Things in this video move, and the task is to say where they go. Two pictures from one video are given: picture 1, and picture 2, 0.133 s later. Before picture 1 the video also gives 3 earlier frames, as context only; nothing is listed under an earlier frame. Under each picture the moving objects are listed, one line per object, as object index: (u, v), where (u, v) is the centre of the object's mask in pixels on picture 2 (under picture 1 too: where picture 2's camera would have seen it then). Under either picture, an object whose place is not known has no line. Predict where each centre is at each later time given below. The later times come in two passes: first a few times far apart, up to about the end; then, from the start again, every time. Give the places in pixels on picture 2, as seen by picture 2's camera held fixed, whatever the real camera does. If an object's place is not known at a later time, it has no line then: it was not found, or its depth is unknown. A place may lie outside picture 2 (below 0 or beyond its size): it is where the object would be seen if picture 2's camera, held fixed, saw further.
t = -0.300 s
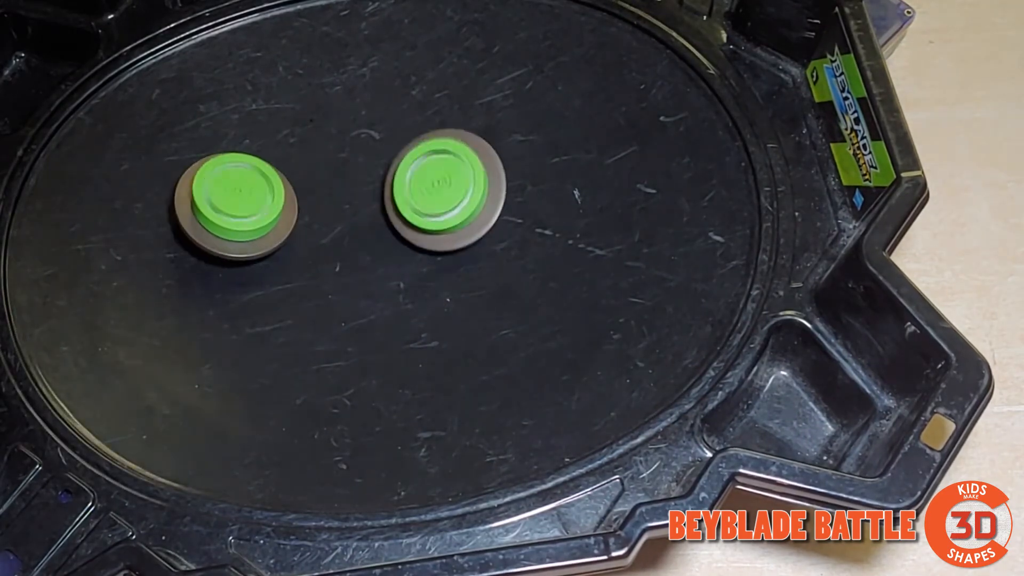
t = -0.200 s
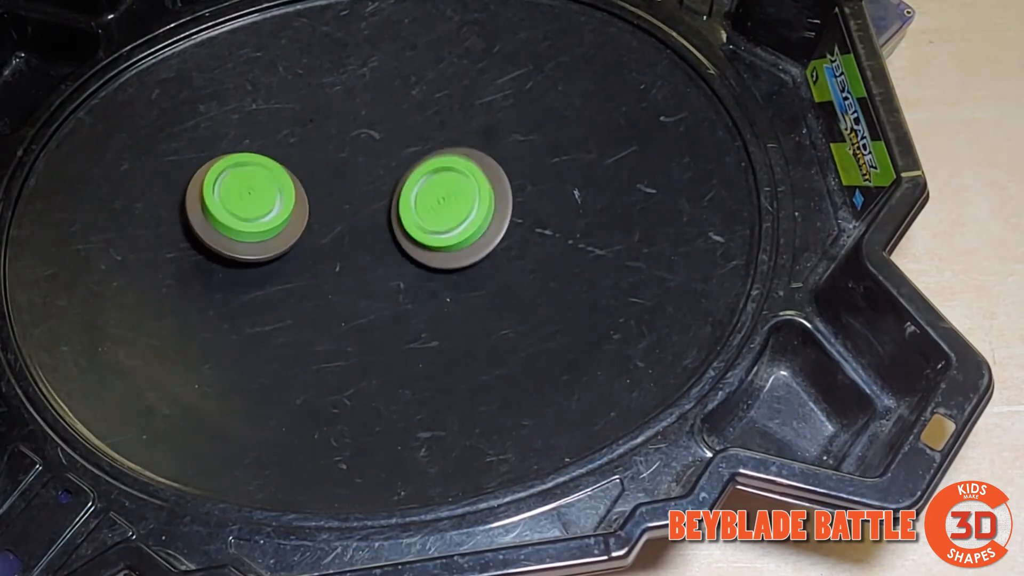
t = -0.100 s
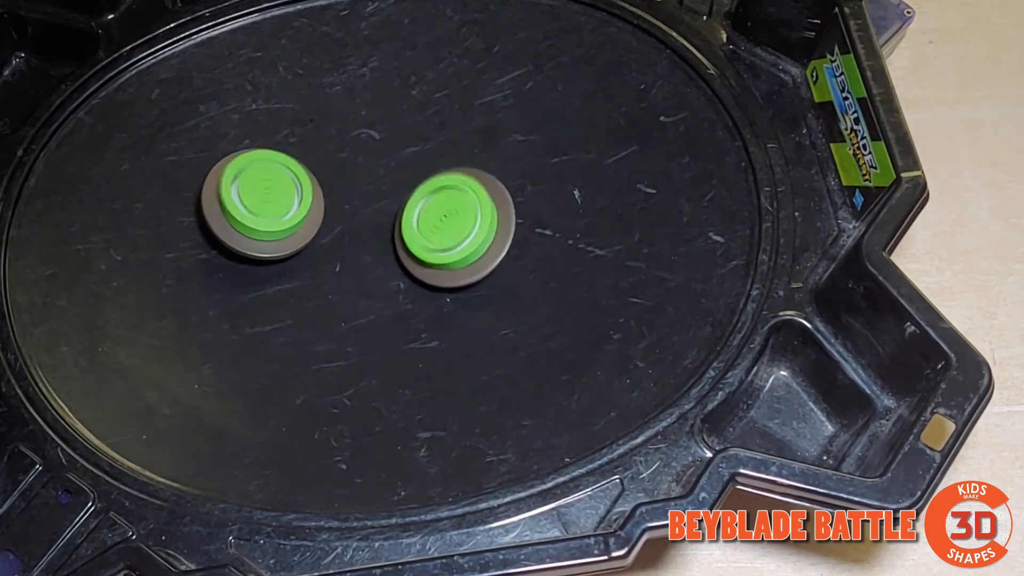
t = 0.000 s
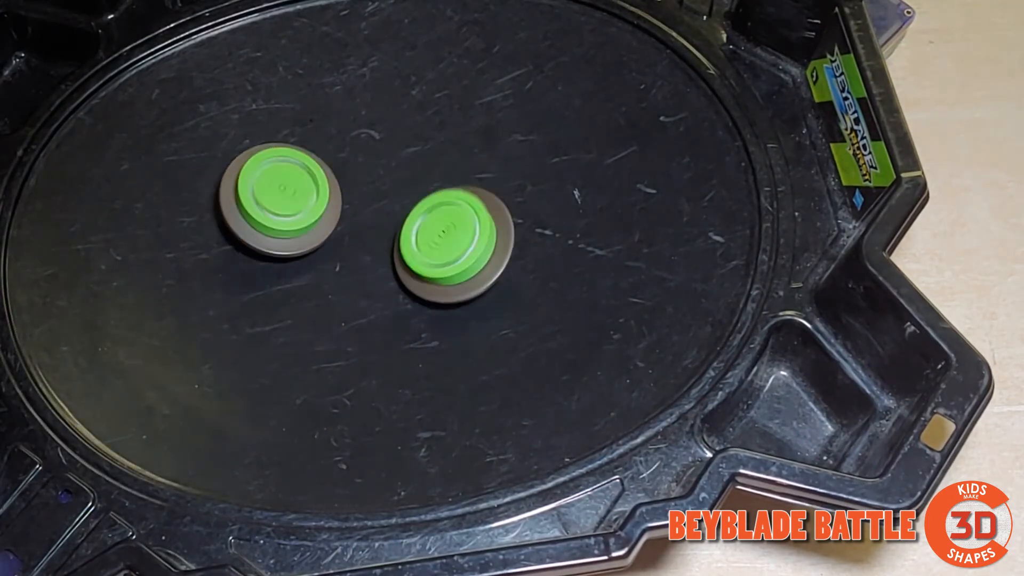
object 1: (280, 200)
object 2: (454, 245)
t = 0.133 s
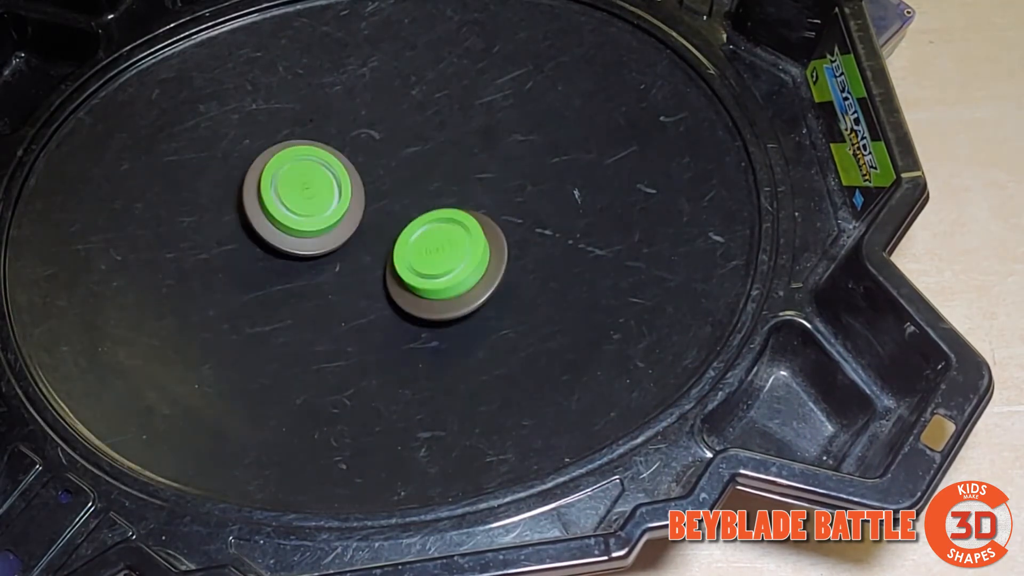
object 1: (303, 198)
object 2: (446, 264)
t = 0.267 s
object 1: (324, 200)
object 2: (431, 280)
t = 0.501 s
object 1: (348, 197)
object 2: (396, 301)
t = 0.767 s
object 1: (375, 193)
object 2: (347, 297)
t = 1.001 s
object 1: (406, 204)
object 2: (310, 272)
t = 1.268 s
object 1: (436, 242)
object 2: (300, 229)
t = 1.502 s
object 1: (447, 273)
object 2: (318, 199)
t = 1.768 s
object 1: (443, 281)
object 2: (361, 188)
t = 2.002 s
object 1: (427, 304)
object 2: (396, 193)
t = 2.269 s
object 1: (397, 323)
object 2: (427, 211)
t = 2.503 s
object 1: (356, 321)
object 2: (439, 234)
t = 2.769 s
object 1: (315, 287)
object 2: (435, 256)
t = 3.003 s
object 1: (306, 241)
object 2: (416, 266)
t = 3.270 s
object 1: (323, 214)
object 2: (410, 277)
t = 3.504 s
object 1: (342, 196)
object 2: (402, 280)
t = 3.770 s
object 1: (370, 181)
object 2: (391, 280)
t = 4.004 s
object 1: (401, 179)
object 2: (375, 277)
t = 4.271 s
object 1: (436, 192)
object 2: (360, 269)
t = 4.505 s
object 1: (456, 221)
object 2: (349, 259)
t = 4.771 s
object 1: (463, 274)
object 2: (349, 247)
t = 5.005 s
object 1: (448, 305)
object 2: (356, 243)
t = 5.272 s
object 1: (433, 316)
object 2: (359, 238)
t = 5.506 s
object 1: (405, 325)
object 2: (357, 233)
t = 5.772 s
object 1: (368, 323)
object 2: (352, 222)
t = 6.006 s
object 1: (335, 310)
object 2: (352, 208)
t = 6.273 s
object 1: (303, 287)
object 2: (364, 200)
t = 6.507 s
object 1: (285, 267)
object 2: (379, 207)
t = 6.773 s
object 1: (294, 219)
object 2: (407, 232)
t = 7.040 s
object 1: (371, 168)
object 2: (443, 268)
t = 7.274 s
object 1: (428, 160)
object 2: (429, 285)
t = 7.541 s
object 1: (469, 192)
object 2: (395, 274)
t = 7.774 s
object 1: (497, 232)
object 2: (369, 236)
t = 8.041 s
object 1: (484, 273)
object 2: (391, 197)
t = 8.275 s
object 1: (437, 318)
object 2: (423, 200)
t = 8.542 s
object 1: (372, 340)
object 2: (438, 244)
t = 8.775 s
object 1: (314, 314)
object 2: (415, 260)
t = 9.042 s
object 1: (240, 255)
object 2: (376, 245)
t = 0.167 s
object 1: (309, 198)
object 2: (443, 268)
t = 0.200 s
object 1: (314, 198)
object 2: (440, 272)
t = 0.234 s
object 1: (319, 199)
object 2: (436, 276)
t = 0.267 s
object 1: (324, 200)
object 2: (431, 280)
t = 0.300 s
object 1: (328, 201)
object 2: (427, 282)
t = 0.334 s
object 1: (332, 202)
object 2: (421, 285)
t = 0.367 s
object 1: (336, 203)
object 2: (415, 288)
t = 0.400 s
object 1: (340, 204)
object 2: (410, 289)
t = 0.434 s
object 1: (343, 203)
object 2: (405, 292)
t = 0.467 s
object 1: (346, 200)
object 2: (401, 298)
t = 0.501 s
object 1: (348, 197)
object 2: (396, 301)
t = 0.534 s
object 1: (351, 196)
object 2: (390, 303)
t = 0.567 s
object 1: (354, 195)
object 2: (384, 304)
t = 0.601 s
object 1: (358, 195)
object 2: (378, 302)
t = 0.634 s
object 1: (361, 196)
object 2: (371, 302)
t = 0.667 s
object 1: (365, 194)
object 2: (365, 303)
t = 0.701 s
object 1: (368, 194)
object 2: (358, 301)
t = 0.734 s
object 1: (372, 193)
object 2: (353, 300)
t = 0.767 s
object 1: (375, 193)
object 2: (347, 297)
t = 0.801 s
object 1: (380, 192)
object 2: (339, 297)
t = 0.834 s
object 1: (385, 192)
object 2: (334, 295)
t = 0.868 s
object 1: (390, 193)
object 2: (328, 290)
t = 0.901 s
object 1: (394, 195)
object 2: (323, 286)
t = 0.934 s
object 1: (398, 198)
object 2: (319, 281)
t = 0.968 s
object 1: (401, 202)
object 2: (314, 276)
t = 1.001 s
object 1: (406, 204)
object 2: (310, 272)
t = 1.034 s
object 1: (410, 207)
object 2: (308, 266)
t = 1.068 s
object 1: (413, 211)
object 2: (305, 261)
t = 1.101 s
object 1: (416, 214)
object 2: (304, 256)
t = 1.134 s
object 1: (419, 218)
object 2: (302, 250)
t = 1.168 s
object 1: (424, 223)
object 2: (300, 245)
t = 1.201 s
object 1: (428, 229)
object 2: (300, 239)
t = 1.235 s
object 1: (433, 236)
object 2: (299, 234)
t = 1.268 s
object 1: (436, 242)
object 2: (300, 229)
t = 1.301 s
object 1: (439, 248)
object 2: (301, 224)
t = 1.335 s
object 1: (441, 254)
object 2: (303, 219)
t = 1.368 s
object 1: (444, 258)
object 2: (305, 214)
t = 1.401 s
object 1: (445, 263)
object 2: (308, 210)
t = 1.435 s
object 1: (446, 267)
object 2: (311, 206)
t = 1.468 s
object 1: (447, 270)
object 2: (314, 202)
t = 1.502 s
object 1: (447, 273)
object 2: (318, 199)
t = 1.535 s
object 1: (447, 275)
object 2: (322, 196)
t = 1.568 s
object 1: (447, 277)
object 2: (326, 193)
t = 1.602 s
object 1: (448, 278)
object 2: (331, 191)
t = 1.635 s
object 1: (447, 279)
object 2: (337, 190)
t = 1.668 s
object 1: (447, 280)
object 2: (342, 188)
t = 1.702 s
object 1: (446, 280)
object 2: (349, 188)
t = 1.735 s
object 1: (445, 280)
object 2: (355, 187)
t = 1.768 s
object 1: (443, 281)
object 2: (361, 188)
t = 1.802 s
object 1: (441, 281)
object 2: (367, 189)
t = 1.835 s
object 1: (440, 284)
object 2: (372, 188)
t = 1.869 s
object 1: (440, 287)
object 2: (377, 188)
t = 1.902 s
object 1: (437, 291)
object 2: (383, 190)
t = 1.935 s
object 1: (435, 297)
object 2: (387, 190)
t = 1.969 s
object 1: (431, 301)
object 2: (391, 190)
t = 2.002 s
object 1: (427, 304)
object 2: (396, 193)
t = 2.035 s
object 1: (424, 306)
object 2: (401, 196)
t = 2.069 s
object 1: (421, 309)
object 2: (406, 197)
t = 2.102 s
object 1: (417, 312)
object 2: (410, 199)
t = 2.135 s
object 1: (413, 318)
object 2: (415, 198)
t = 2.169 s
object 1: (410, 320)
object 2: (418, 200)
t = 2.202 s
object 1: (406, 320)
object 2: (422, 205)
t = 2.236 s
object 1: (402, 320)
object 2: (424, 209)
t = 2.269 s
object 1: (397, 323)
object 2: (427, 211)
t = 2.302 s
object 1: (393, 324)
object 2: (430, 215)
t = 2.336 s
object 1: (386, 326)
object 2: (432, 219)
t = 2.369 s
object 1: (381, 327)
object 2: (434, 223)
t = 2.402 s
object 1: (374, 326)
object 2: (435, 225)
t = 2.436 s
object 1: (368, 325)
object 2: (437, 230)
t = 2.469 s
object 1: (363, 323)
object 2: (437, 232)
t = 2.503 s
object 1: (356, 321)
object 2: (439, 234)
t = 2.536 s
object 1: (350, 318)
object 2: (440, 238)
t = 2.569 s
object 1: (343, 315)
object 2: (441, 241)
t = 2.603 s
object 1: (335, 312)
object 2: (442, 244)
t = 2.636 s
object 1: (329, 308)
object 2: (442, 247)
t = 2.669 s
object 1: (324, 304)
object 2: (441, 251)
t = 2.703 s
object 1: (320, 298)
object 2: (439, 252)
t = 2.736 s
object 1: (317, 292)
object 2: (437, 255)
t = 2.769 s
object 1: (315, 287)
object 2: (435, 256)
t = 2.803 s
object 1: (313, 280)
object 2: (432, 258)
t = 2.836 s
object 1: (311, 274)
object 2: (430, 260)
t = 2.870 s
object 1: (309, 268)
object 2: (427, 261)
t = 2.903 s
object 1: (308, 261)
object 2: (424, 263)
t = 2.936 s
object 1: (306, 254)
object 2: (420, 263)
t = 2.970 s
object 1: (306, 248)
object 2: (418, 265)
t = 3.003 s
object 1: (306, 241)
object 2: (416, 266)
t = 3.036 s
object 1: (307, 236)
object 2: (414, 268)
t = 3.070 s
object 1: (310, 232)
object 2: (413, 269)
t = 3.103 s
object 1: (312, 229)
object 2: (411, 271)
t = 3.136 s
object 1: (314, 225)
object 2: (412, 273)
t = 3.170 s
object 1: (316, 222)
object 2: (411, 274)
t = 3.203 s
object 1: (318, 219)
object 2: (411, 275)
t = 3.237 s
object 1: (321, 217)
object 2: (410, 275)
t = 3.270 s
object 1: (323, 214)
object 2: (410, 277)
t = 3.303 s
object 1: (326, 211)
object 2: (408, 276)
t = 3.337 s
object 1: (328, 207)
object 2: (407, 279)
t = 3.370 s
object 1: (331, 204)
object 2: (406, 279)
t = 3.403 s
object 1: (333, 202)
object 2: (405, 281)
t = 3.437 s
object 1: (336, 200)
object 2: (404, 279)
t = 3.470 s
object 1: (340, 198)
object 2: (402, 280)
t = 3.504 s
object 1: (342, 196)
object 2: (402, 280)
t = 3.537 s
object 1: (345, 194)
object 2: (400, 280)
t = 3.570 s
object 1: (348, 192)
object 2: (400, 280)
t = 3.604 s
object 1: (352, 190)
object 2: (398, 281)
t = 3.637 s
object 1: (356, 187)
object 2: (397, 281)
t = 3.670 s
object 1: (359, 186)
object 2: (395, 280)
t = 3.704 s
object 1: (362, 184)
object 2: (394, 281)
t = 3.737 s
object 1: (366, 182)
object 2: (392, 281)
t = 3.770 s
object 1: (370, 181)
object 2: (391, 280)
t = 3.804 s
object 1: (374, 180)
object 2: (388, 280)
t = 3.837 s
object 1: (378, 179)
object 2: (387, 280)
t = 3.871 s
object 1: (383, 179)
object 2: (384, 279)
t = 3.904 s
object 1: (388, 179)
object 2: (383, 280)
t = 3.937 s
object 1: (392, 178)
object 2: (379, 279)
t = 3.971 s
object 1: (397, 178)
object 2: (377, 279)
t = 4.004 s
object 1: (401, 179)
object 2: (375, 277)
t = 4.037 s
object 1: (406, 180)
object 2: (373, 277)
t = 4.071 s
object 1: (411, 180)
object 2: (371, 275)
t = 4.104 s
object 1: (415, 181)
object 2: (370, 275)
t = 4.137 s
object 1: (420, 183)
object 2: (367, 273)
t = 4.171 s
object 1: (424, 184)
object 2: (366, 272)
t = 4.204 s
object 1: (428, 186)
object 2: (364, 271)
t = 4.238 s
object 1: (432, 189)
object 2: (363, 270)
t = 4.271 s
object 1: (436, 192)
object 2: (360, 269)
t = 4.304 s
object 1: (440, 195)
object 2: (358, 268)
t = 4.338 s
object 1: (442, 198)
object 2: (355, 266)
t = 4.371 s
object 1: (445, 203)
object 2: (354, 265)
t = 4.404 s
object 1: (449, 206)
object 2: (352, 264)
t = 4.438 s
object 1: (451, 211)
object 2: (351, 263)
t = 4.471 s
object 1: (453, 216)
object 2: (349, 261)
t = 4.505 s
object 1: (456, 221)
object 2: (349, 259)
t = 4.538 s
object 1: (459, 226)
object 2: (347, 258)
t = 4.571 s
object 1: (460, 231)
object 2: (348, 256)
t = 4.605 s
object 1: (461, 238)
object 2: (348, 254)
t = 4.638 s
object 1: (462, 246)
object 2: (348, 252)
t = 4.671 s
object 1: (462, 254)
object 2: (348, 252)
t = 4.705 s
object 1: (464, 261)
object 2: (348, 250)
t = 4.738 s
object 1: (464, 268)
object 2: (349, 249)
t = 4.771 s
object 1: (463, 274)
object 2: (349, 247)
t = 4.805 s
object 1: (463, 280)
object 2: (350, 246)
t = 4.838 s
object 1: (461, 286)
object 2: (351, 245)
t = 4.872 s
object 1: (460, 292)
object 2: (352, 245)
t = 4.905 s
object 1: (457, 296)
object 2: (352, 244)
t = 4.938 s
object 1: (455, 300)
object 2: (354, 244)
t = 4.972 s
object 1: (451, 302)
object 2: (355, 243)
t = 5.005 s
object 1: (448, 305)
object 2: (356, 243)
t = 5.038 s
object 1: (445, 306)
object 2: (357, 242)
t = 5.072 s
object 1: (443, 307)
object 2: (357, 241)
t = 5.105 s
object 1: (442, 309)
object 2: (357, 240)
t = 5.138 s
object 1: (440, 310)
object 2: (359, 240)
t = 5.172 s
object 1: (440, 312)
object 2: (358, 240)
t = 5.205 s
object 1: (437, 313)
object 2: (359, 239)
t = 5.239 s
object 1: (435, 315)
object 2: (359, 240)
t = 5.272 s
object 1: (433, 316)
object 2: (359, 238)
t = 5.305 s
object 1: (430, 318)
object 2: (359, 238)
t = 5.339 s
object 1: (427, 319)
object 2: (359, 237)
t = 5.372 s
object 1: (423, 321)
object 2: (359, 237)
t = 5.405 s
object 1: (420, 323)
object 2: (358, 236)
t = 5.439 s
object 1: (415, 325)
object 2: (358, 235)
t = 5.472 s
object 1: (411, 326)
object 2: (357, 235)
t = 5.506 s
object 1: (405, 325)
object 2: (357, 233)
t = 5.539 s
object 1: (402, 327)
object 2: (355, 232)
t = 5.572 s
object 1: (397, 326)
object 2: (355, 231)
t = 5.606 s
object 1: (393, 327)
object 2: (355, 231)
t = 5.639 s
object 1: (388, 326)
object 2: (354, 228)
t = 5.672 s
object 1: (384, 327)
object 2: (354, 227)
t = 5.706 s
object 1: (378, 325)
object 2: (353, 225)
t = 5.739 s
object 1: (373, 324)
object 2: (353, 224)
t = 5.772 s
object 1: (368, 323)
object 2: (352, 222)
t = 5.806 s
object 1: (362, 323)
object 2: (352, 220)
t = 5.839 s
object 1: (358, 321)
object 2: (351, 218)
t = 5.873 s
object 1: (353, 318)
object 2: (350, 216)
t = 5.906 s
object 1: (348, 317)
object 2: (351, 214)
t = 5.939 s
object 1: (344, 315)
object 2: (350, 211)
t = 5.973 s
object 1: (340, 313)
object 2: (352, 210)
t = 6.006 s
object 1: (335, 310)
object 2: (352, 208)
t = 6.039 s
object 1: (331, 308)
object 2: (354, 206)
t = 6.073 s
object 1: (326, 305)
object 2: (354, 205)
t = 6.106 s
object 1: (322, 304)
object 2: (355, 204)
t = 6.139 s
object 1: (316, 301)
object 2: (357, 203)
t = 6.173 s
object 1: (313, 297)
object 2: (357, 202)
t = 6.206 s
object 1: (309, 293)
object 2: (360, 201)
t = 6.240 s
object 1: (306, 291)
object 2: (362, 201)
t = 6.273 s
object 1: (303, 287)
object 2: (364, 200)
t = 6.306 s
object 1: (300, 286)
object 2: (367, 201)
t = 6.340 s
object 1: (297, 281)
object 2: (368, 201)
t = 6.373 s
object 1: (294, 280)
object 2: (371, 201)
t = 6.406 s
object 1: (292, 276)
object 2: (373, 203)
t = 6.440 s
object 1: (290, 273)
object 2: (374, 203)
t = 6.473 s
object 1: (288, 269)
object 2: (377, 206)
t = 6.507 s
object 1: (285, 267)
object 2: (379, 207)
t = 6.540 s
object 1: (284, 263)
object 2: (381, 209)
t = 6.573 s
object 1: (283, 260)
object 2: (382, 211)
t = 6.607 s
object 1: (281, 256)
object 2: (385, 212)
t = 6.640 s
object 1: (282, 252)
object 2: (387, 215)
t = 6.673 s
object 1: (282, 246)
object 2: (392, 218)
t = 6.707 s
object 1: (285, 238)
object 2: (396, 223)
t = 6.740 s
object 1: (288, 230)
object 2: (401, 227)
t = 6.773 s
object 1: (294, 219)
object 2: (407, 232)
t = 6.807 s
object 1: (302, 210)
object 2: (414, 238)
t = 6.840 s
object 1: (310, 202)
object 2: (422, 243)
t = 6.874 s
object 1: (321, 194)
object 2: (429, 248)
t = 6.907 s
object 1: (330, 188)
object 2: (434, 252)
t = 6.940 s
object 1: (341, 182)
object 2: (438, 255)
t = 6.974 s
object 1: (351, 177)
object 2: (442, 261)
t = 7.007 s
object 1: (362, 171)
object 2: (442, 266)
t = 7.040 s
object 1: (371, 168)
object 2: (443, 268)
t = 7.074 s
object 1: (381, 164)
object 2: (443, 273)
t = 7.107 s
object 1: (389, 161)
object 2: (440, 276)
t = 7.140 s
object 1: (398, 159)
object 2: (440, 277)
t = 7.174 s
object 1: (405, 157)
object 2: (438, 281)
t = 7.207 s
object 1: (414, 158)
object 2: (434, 282)
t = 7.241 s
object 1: (421, 158)
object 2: (434, 283)
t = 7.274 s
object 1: (428, 160)
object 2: (429, 285)
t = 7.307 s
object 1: (435, 162)
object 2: (425, 284)
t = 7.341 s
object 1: (440, 164)
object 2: (423, 285)
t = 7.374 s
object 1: (446, 168)
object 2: (419, 285)
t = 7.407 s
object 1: (450, 173)
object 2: (415, 282)
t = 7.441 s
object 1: (456, 177)
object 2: (411, 282)
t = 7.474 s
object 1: (460, 182)
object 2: (404, 280)
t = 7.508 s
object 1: (464, 187)
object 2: (401, 276)
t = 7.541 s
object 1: (469, 192)
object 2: (395, 274)
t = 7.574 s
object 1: (474, 197)
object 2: (390, 271)
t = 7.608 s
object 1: (479, 203)
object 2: (386, 267)
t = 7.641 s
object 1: (483, 208)
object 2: (379, 262)
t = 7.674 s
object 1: (487, 214)
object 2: (375, 257)
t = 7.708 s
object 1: (491, 220)
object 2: (372, 250)
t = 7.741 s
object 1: (494, 226)
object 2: (369, 243)
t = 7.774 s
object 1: (497, 232)
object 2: (369, 236)
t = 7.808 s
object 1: (498, 237)
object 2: (369, 229)
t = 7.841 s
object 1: (498, 244)
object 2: (369, 221)
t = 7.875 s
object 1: (498, 249)
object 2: (372, 216)
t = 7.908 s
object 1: (497, 255)
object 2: (377, 211)
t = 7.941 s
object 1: (495, 260)
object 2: (379, 205)
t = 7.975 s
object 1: (493, 265)
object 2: (383, 201)
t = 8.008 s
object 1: (488, 269)
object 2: (388, 199)
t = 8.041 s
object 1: (484, 273)
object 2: (391, 197)
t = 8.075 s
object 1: (479, 277)
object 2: (394, 195)
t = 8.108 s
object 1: (473, 280)
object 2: (399, 195)
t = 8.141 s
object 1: (468, 285)
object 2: (402, 196)
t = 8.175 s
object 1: (461, 295)
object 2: (406, 194)
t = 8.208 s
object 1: (454, 303)
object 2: (411, 194)
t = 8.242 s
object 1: (445, 311)
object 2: (417, 197)
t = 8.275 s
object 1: (437, 318)
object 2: (423, 200)
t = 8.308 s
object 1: (428, 324)
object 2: (427, 204)
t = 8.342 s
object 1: (419, 329)
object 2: (430, 209)
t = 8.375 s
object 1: (411, 333)
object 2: (434, 215)
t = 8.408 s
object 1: (402, 336)
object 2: (437, 222)
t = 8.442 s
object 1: (395, 337)
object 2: (438, 228)
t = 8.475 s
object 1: (387, 337)
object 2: (438, 234)
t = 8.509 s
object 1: (379, 338)
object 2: (439, 239)
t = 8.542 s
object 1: (372, 340)
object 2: (438, 244)
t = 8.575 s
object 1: (362, 339)
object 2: (437, 247)
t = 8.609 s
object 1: (354, 337)
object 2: (434, 248)
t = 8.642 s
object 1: (347, 334)
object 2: (433, 252)
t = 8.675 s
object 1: (339, 330)
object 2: (429, 255)
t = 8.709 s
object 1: (332, 326)
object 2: (423, 256)
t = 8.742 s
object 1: (324, 320)
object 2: (419, 257)
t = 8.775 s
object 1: (314, 314)
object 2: (415, 260)
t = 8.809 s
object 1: (304, 309)
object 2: (410, 259)
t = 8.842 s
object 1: (293, 301)
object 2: (386, 245)
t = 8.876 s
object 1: (282, 294)
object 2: (401, 258)
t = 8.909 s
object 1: (274, 286)
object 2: (395, 257)
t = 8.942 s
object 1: (264, 277)
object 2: (390, 254)
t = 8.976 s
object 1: (255, 270)
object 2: (385, 251)
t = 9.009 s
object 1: (247, 262)
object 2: (380, 249)
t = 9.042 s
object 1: (240, 255)
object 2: (376, 245)
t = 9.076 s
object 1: (235, 249)
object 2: (375, 240)
